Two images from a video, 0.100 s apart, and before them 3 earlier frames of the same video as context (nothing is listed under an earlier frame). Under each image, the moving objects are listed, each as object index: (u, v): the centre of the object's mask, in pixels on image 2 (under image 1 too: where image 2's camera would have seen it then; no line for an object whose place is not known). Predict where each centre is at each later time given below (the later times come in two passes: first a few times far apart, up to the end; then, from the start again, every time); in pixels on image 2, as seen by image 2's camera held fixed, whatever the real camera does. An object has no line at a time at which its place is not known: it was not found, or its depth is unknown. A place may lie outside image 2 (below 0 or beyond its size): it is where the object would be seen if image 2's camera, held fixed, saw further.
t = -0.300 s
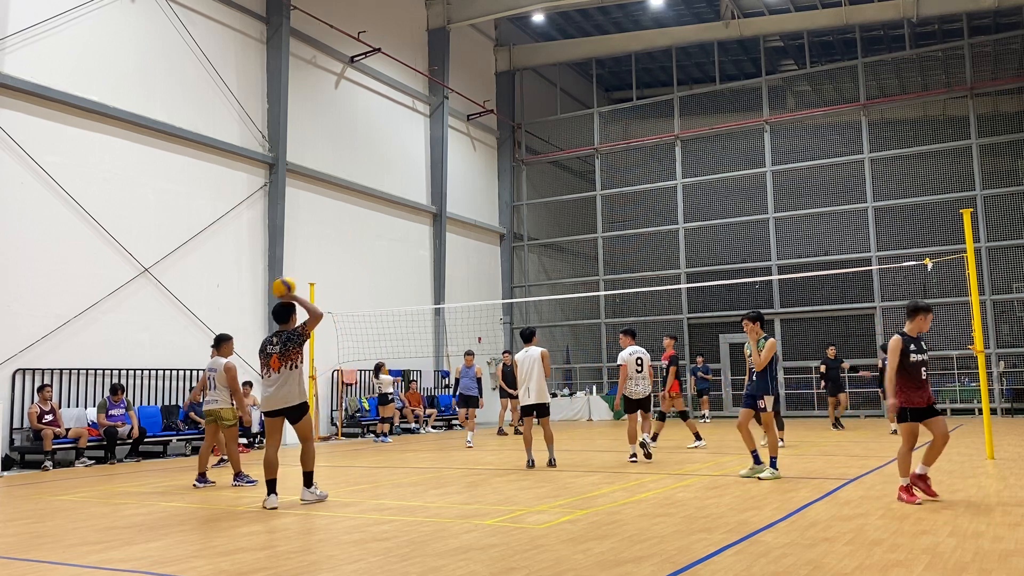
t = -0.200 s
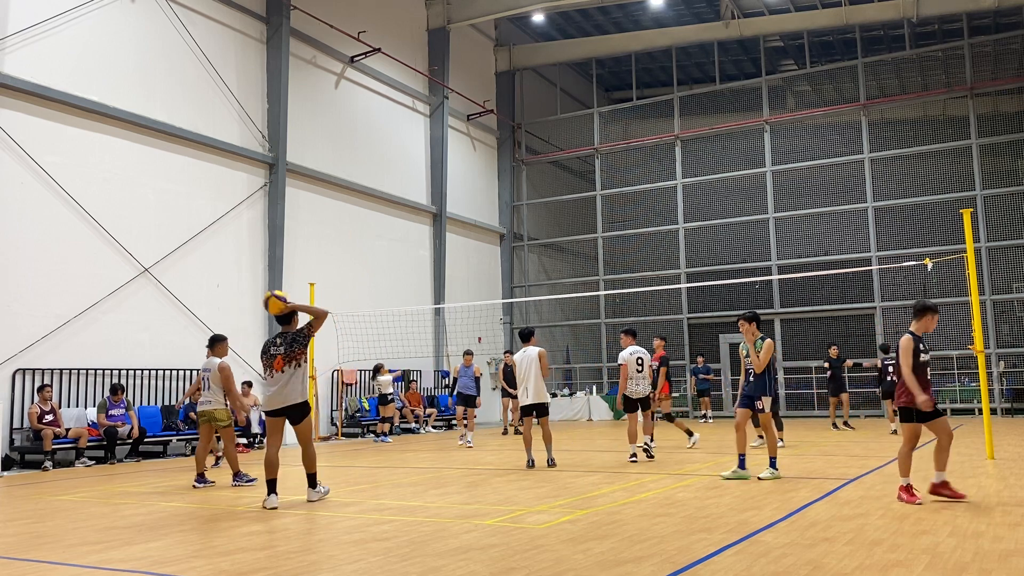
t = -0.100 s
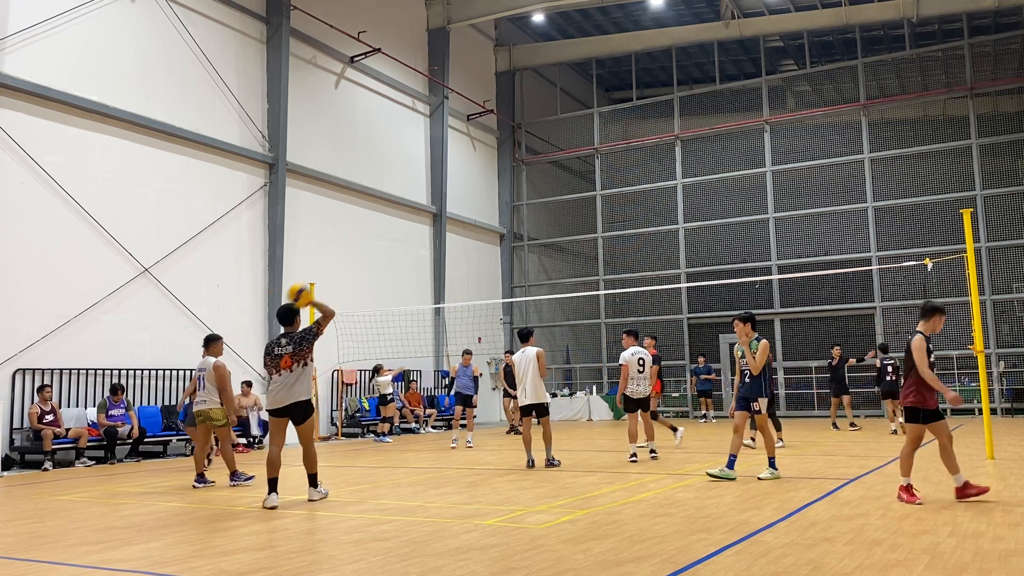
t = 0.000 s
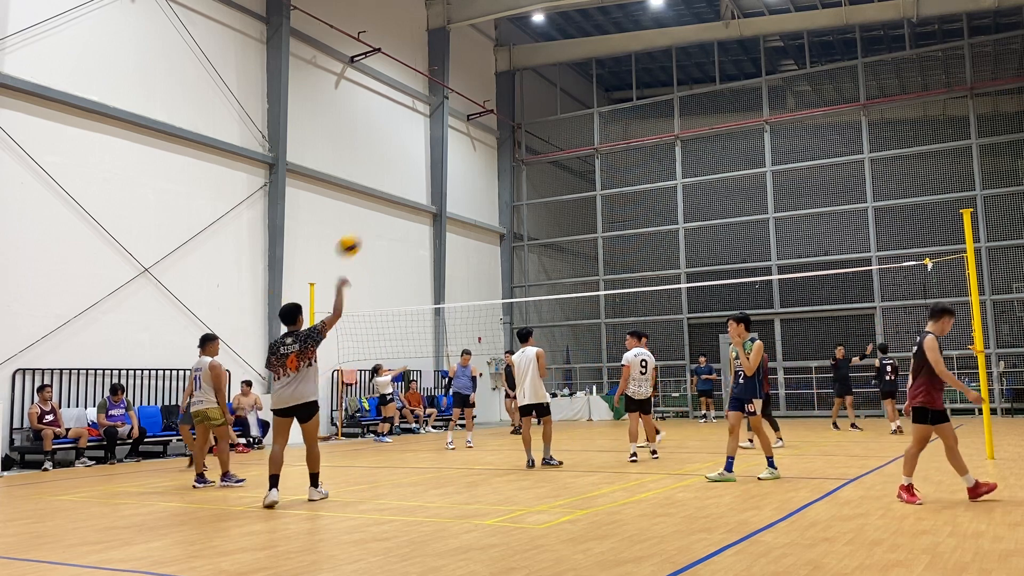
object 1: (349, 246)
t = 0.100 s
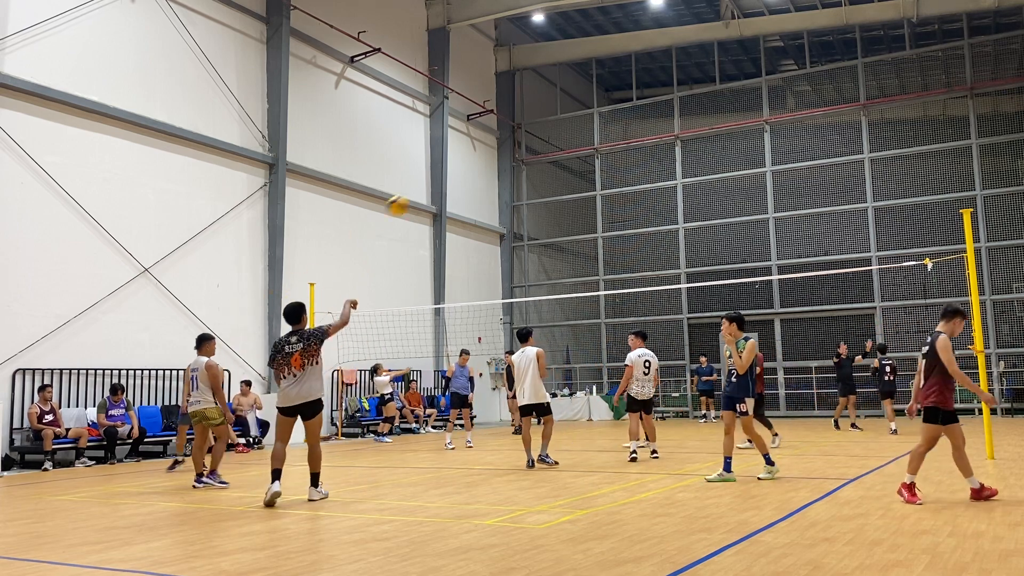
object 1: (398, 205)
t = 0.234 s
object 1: (448, 175)
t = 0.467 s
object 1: (515, 164)
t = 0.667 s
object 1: (559, 182)
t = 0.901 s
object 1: (599, 224)
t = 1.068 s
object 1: (623, 265)
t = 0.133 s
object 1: (411, 196)
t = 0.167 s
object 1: (425, 187)
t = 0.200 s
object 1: (437, 181)
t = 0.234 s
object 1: (448, 175)
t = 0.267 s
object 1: (460, 170)
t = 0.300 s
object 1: (470, 167)
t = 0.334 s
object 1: (480, 165)
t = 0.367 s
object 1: (490, 163)
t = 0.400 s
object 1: (499, 162)
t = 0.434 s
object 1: (507, 163)
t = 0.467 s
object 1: (515, 164)
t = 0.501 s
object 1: (523, 166)
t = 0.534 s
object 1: (530, 168)
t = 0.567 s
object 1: (537, 171)
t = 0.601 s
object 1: (545, 174)
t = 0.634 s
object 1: (552, 178)
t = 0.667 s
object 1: (559, 182)
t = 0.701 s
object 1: (565, 187)
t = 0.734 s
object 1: (571, 192)
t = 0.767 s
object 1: (577, 198)
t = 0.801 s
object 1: (583, 204)
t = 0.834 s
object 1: (588, 211)
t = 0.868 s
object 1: (594, 217)
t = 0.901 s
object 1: (599, 224)
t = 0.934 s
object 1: (604, 232)
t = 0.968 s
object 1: (608, 240)
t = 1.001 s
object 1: (613, 248)
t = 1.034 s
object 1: (618, 256)
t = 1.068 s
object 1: (623, 265)
